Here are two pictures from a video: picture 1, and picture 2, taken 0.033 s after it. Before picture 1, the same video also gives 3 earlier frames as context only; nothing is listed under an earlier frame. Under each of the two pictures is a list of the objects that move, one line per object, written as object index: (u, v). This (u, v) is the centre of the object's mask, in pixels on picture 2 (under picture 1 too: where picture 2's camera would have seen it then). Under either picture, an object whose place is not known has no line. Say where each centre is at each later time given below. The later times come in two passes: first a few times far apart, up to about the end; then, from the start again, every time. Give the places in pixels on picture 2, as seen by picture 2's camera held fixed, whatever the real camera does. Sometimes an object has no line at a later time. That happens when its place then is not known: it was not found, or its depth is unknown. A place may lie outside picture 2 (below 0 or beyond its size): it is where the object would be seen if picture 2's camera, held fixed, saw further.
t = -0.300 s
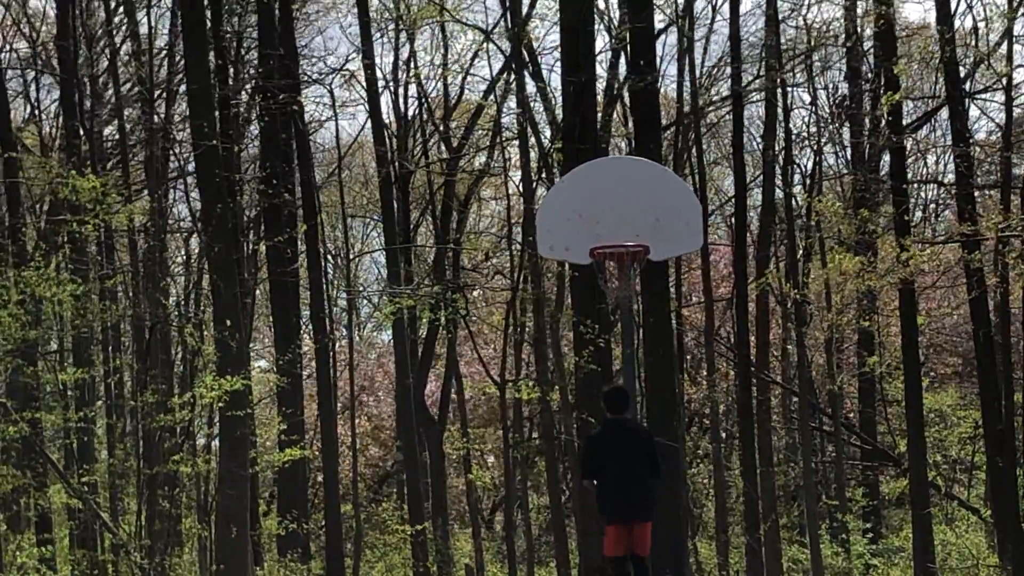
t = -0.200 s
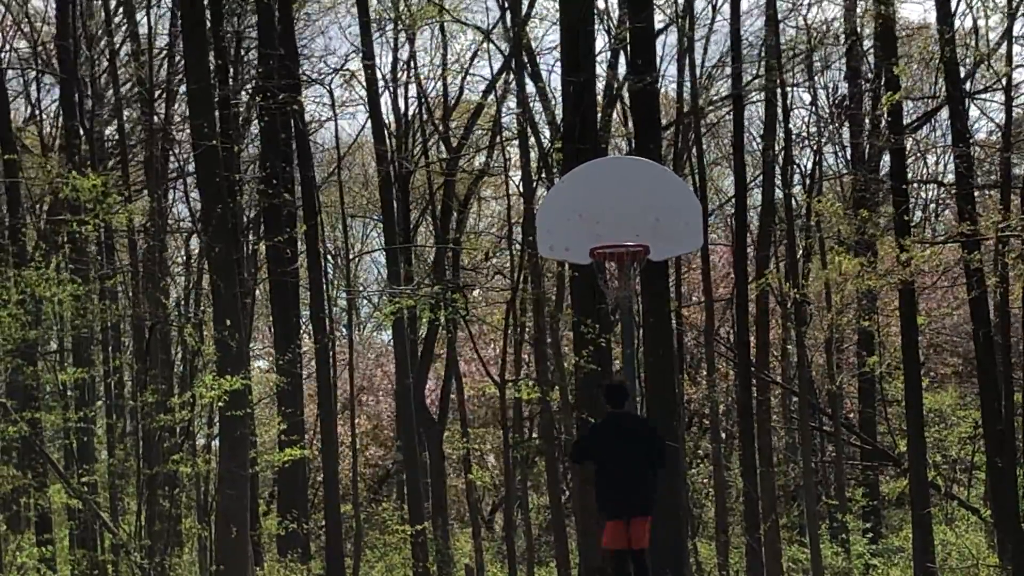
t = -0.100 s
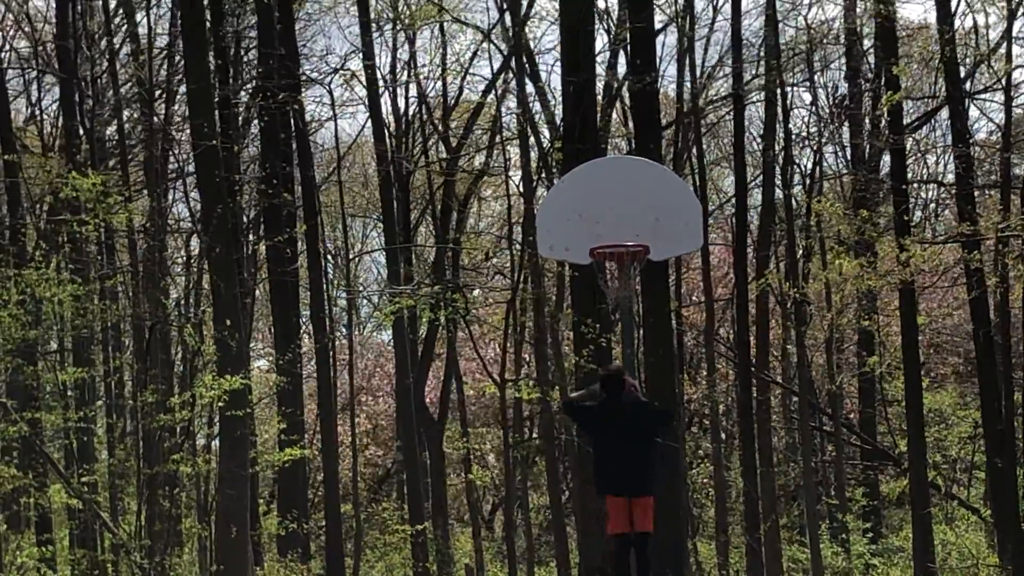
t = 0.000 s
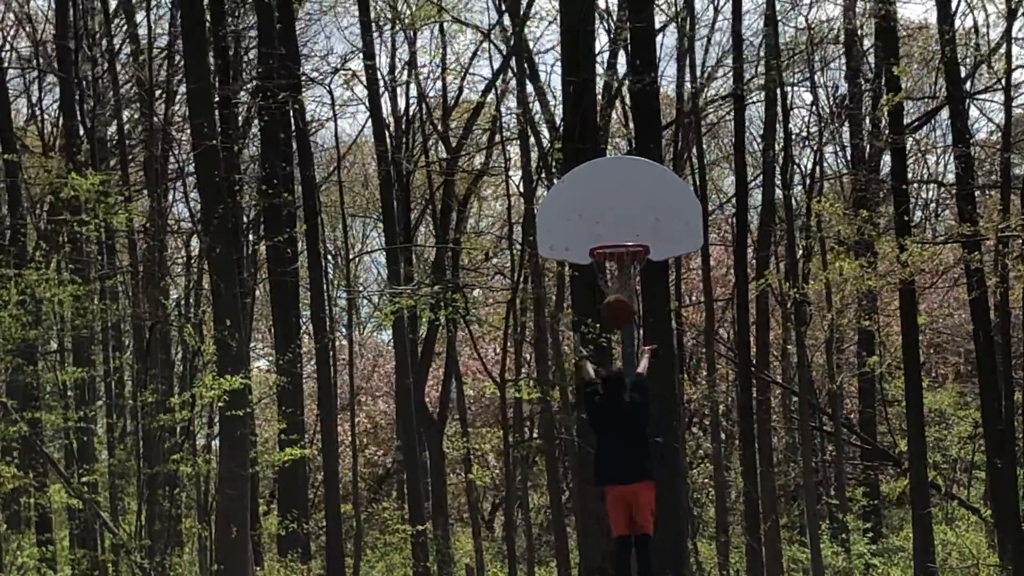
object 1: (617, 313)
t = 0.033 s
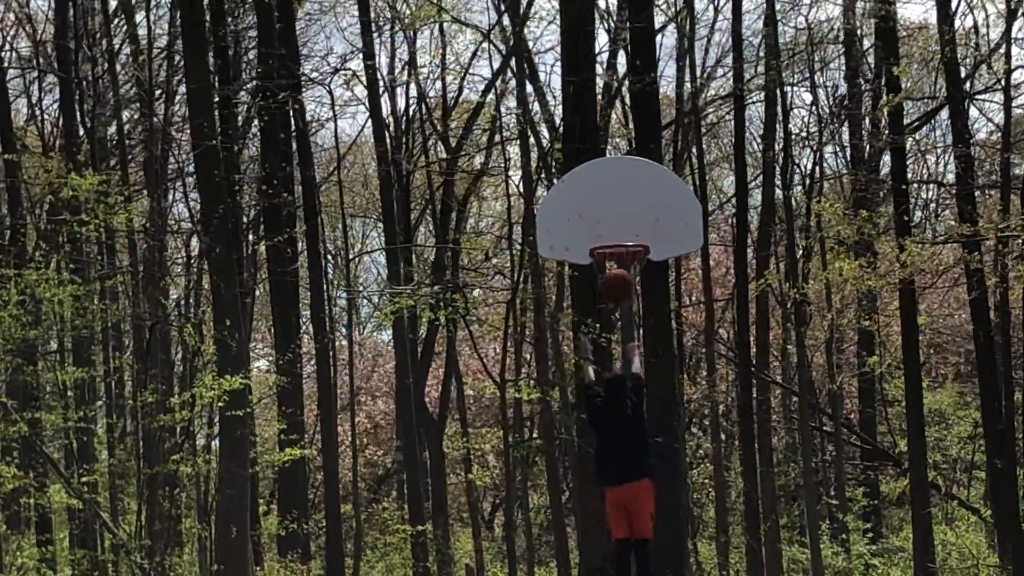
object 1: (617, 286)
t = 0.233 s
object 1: (615, 172)
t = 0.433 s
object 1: (614, 120)
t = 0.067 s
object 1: (615, 263)
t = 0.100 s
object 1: (615, 242)
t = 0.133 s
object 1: (615, 221)
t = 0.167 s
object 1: (615, 203)
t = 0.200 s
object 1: (615, 187)
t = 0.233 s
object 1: (615, 172)
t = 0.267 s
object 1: (614, 160)
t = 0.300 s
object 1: (615, 148)
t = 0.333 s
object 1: (614, 140)
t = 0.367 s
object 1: (615, 130)
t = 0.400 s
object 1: (614, 125)
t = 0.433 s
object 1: (614, 120)
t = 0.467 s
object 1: (614, 116)
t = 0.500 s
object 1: (615, 115)
